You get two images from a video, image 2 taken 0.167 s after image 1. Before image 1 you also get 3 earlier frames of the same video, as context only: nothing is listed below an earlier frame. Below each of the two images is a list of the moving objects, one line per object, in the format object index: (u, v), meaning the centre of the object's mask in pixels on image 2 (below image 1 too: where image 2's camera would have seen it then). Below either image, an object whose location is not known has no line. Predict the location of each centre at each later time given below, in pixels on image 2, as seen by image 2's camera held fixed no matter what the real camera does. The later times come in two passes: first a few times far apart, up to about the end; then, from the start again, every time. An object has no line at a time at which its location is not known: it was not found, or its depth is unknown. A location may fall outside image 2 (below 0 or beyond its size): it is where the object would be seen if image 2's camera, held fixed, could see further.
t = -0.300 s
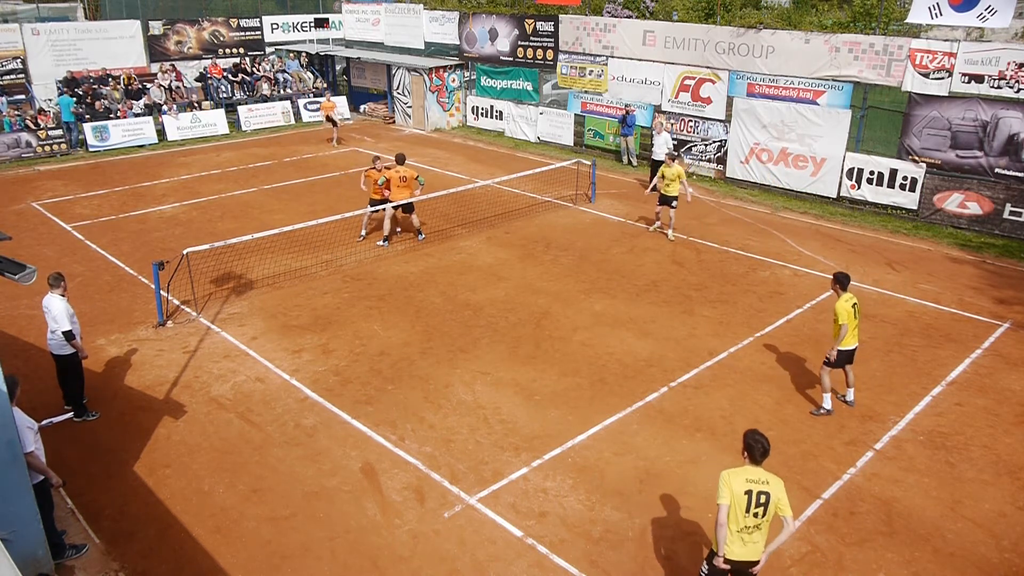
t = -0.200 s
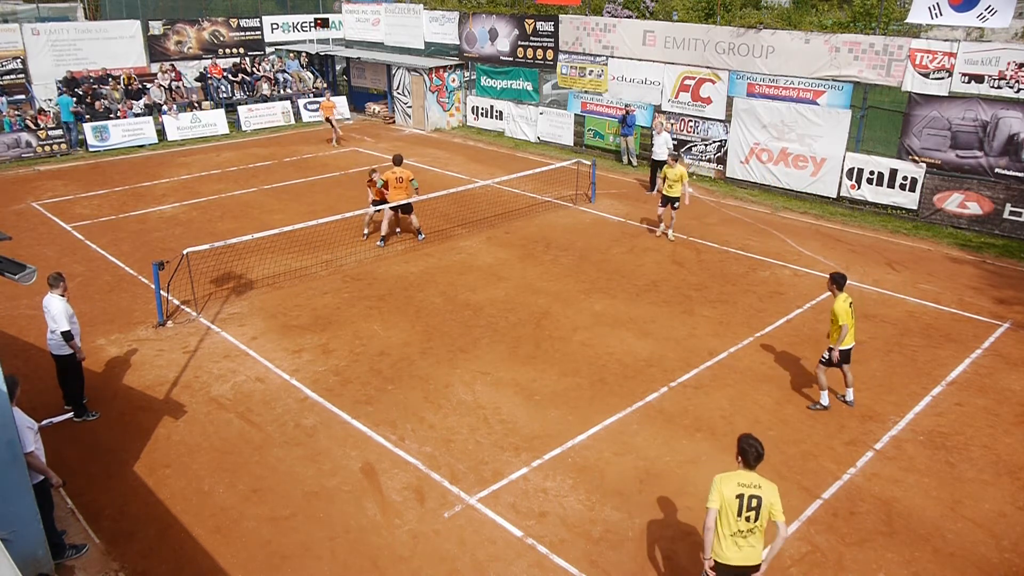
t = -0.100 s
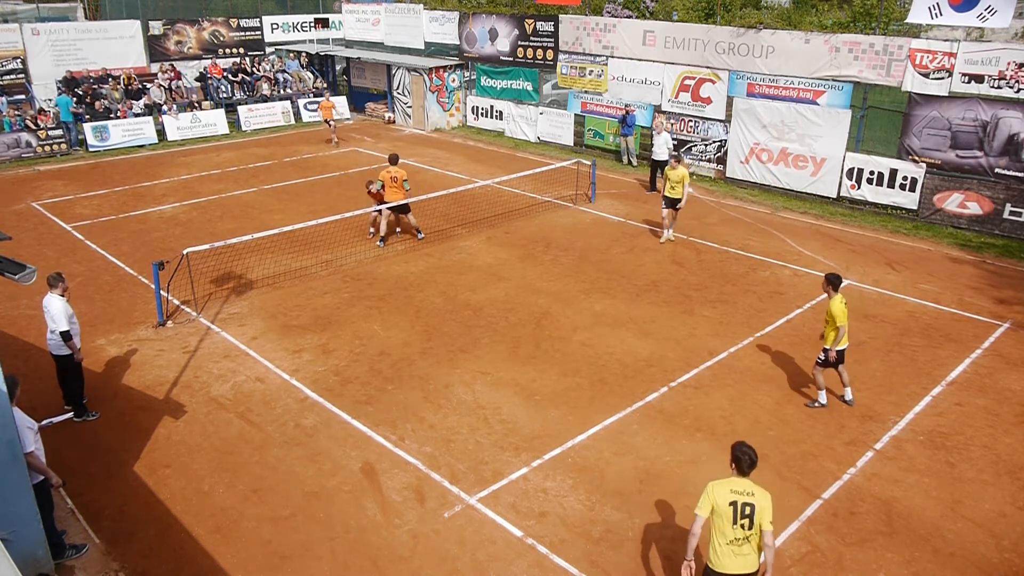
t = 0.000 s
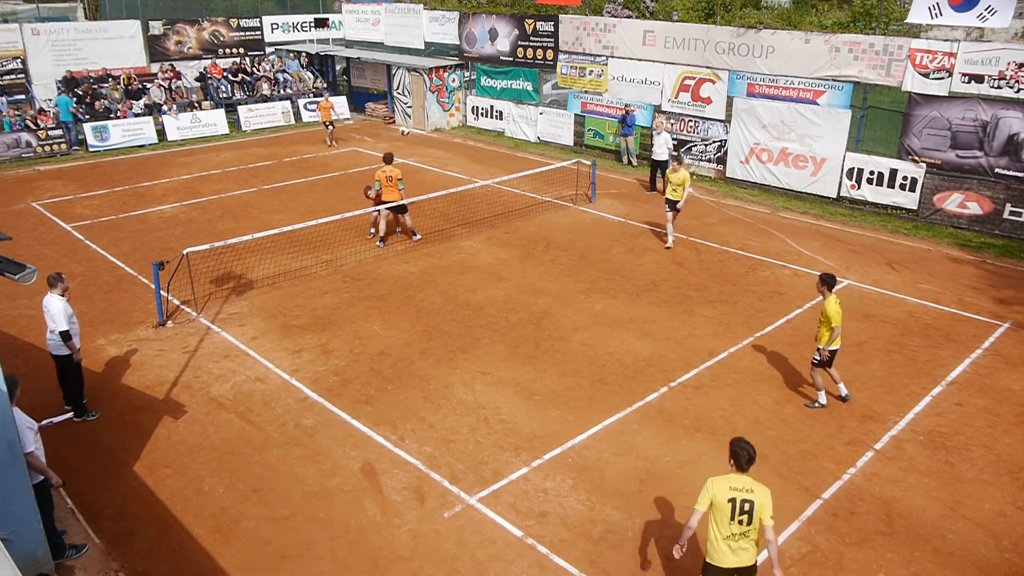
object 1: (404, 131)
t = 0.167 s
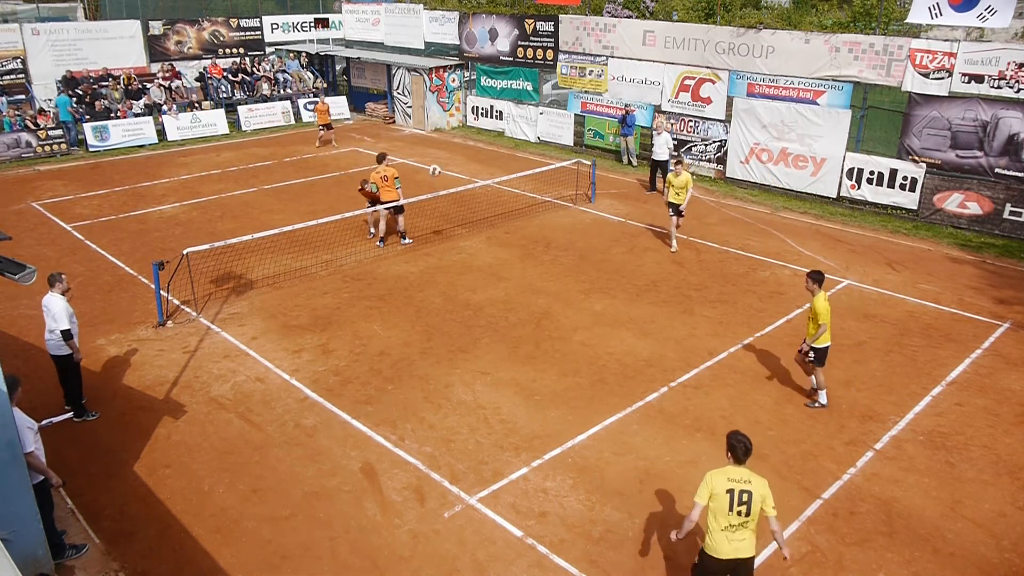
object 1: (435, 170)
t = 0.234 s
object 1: (448, 194)
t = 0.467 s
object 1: (505, 319)
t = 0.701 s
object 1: (548, 308)
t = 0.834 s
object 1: (577, 313)
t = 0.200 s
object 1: (442, 182)
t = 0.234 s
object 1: (448, 194)
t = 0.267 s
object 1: (456, 208)
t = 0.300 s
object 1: (463, 223)
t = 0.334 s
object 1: (471, 239)
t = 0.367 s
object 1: (479, 257)
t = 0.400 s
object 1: (488, 276)
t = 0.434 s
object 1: (496, 297)
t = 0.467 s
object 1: (505, 319)
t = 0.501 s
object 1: (512, 326)
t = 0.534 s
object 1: (517, 321)
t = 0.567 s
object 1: (523, 317)
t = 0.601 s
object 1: (528, 314)
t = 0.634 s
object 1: (535, 311)
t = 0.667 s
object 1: (541, 309)
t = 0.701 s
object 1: (548, 308)
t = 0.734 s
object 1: (554, 308)
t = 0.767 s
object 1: (561, 308)
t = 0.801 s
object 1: (569, 310)
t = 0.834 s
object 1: (577, 313)
